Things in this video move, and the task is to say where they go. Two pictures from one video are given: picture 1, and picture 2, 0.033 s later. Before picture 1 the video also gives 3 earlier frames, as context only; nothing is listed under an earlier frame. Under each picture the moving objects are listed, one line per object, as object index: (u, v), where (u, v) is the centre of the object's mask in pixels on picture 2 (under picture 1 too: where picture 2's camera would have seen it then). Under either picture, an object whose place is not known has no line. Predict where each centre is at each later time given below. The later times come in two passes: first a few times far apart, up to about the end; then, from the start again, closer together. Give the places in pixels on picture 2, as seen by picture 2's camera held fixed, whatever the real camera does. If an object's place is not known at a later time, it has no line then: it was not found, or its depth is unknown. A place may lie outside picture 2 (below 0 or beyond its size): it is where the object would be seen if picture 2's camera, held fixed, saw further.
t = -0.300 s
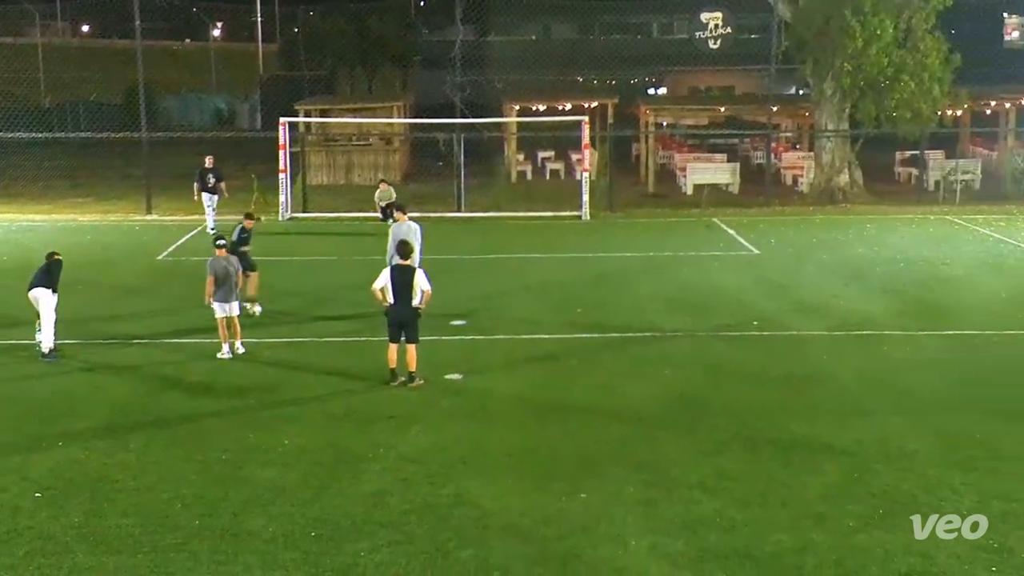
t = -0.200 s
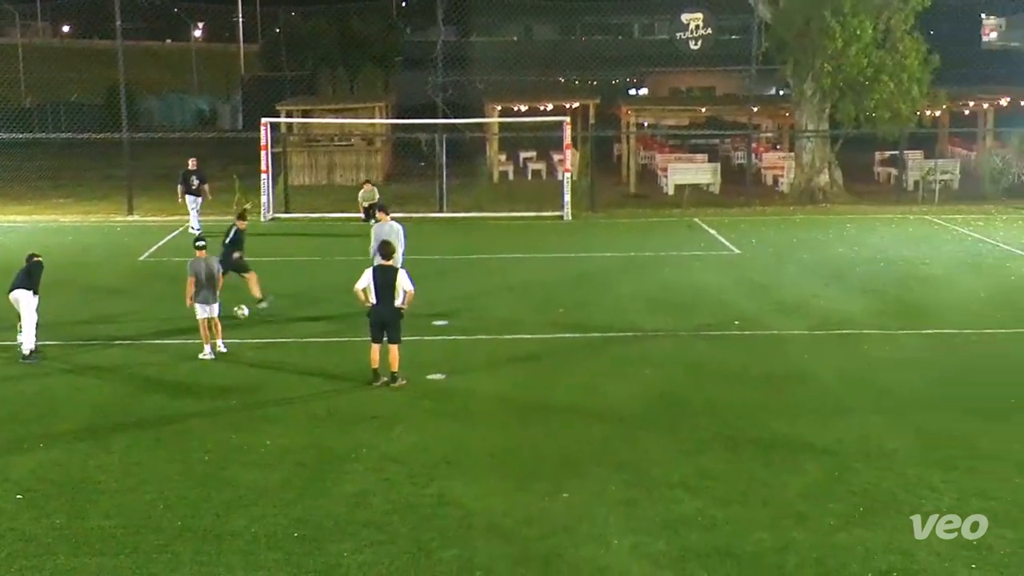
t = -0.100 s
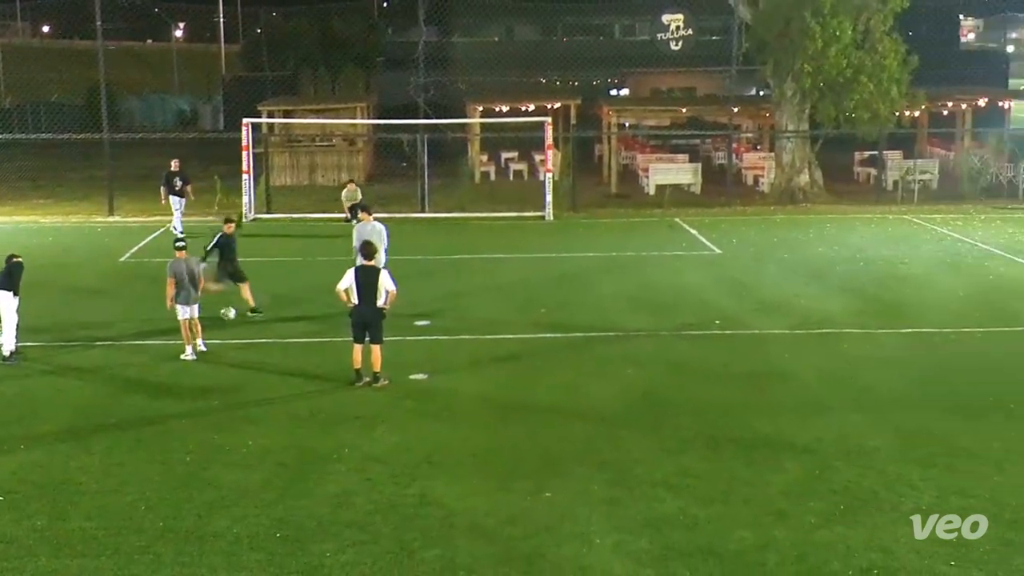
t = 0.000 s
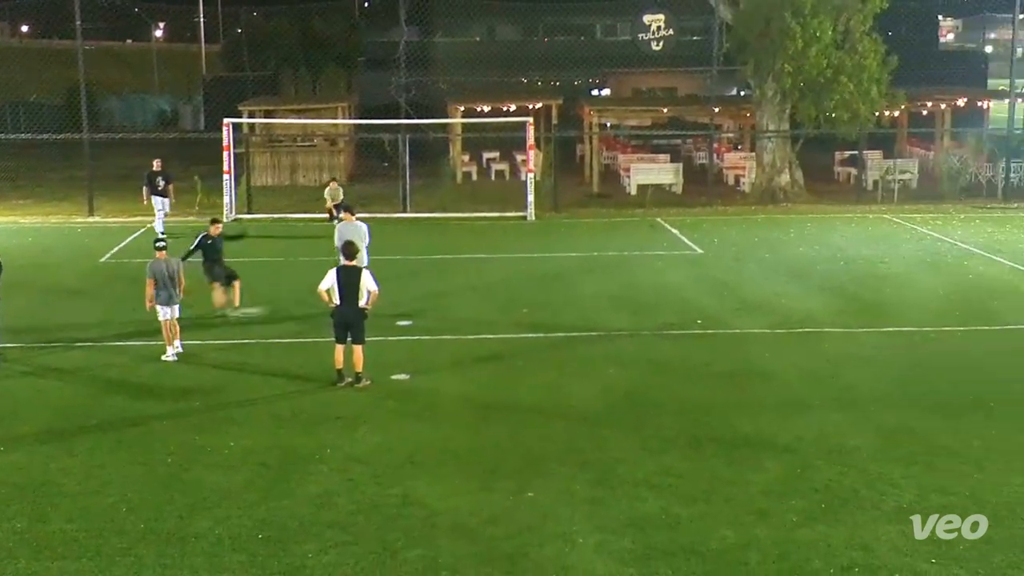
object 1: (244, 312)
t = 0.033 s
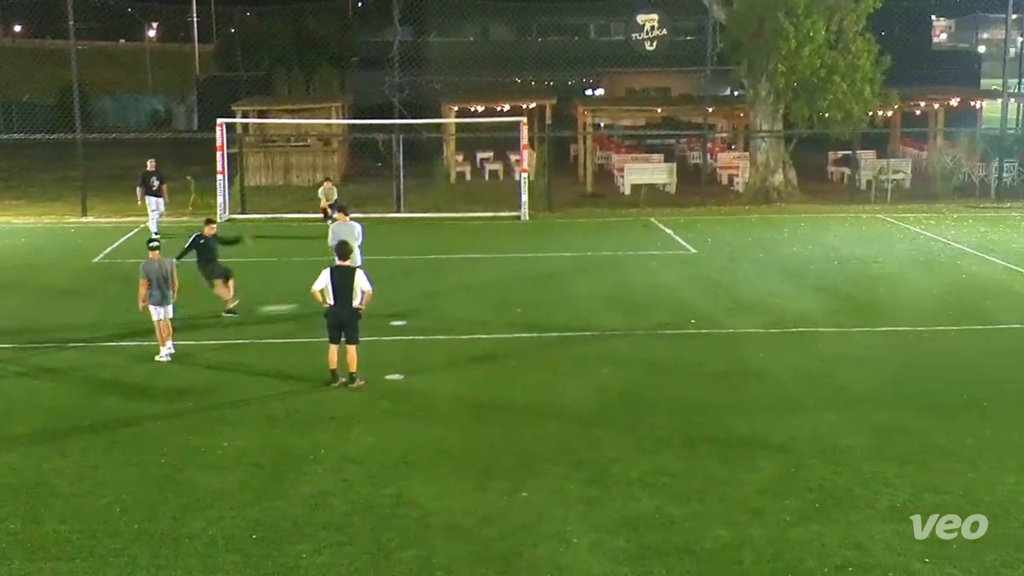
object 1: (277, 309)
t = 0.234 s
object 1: (455, 302)
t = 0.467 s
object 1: (667, 294)
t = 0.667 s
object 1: (820, 293)
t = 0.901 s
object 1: (963, 289)
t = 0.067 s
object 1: (308, 306)
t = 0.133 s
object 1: (389, 302)
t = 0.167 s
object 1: (417, 302)
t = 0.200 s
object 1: (432, 301)
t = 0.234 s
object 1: (455, 302)
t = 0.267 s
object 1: (490, 302)
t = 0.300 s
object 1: (524, 304)
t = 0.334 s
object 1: (554, 303)
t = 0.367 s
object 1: (582, 299)
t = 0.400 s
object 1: (611, 296)
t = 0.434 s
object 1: (640, 295)
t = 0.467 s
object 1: (667, 294)
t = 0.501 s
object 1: (694, 293)
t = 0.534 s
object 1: (721, 293)
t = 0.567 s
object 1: (747, 295)
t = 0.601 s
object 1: (772, 297)
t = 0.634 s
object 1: (797, 294)
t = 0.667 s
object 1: (820, 293)
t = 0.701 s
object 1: (842, 293)
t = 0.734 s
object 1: (864, 294)
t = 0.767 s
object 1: (884, 293)
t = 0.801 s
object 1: (905, 293)
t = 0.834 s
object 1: (926, 292)
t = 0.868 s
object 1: (945, 291)
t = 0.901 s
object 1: (963, 289)
